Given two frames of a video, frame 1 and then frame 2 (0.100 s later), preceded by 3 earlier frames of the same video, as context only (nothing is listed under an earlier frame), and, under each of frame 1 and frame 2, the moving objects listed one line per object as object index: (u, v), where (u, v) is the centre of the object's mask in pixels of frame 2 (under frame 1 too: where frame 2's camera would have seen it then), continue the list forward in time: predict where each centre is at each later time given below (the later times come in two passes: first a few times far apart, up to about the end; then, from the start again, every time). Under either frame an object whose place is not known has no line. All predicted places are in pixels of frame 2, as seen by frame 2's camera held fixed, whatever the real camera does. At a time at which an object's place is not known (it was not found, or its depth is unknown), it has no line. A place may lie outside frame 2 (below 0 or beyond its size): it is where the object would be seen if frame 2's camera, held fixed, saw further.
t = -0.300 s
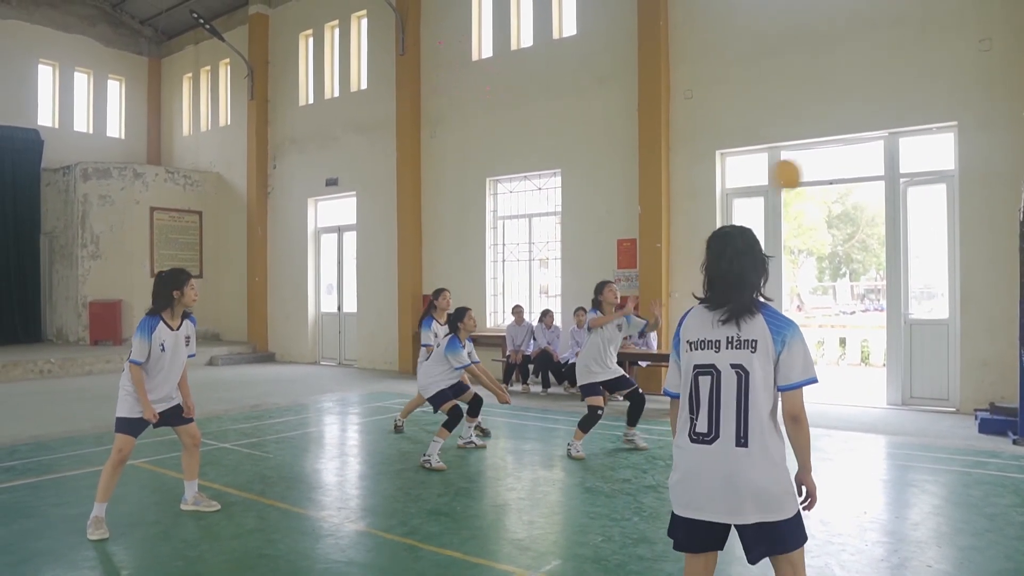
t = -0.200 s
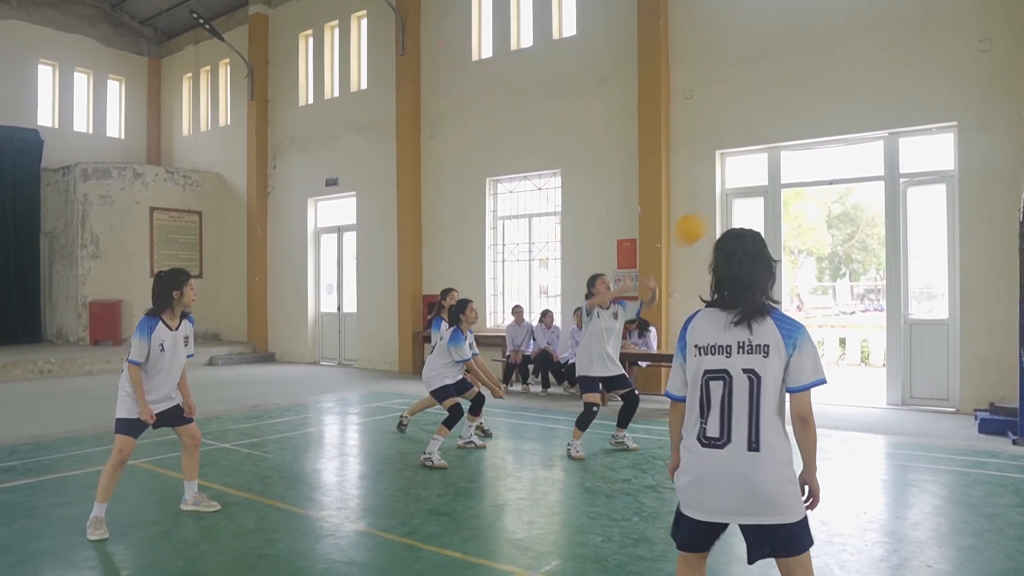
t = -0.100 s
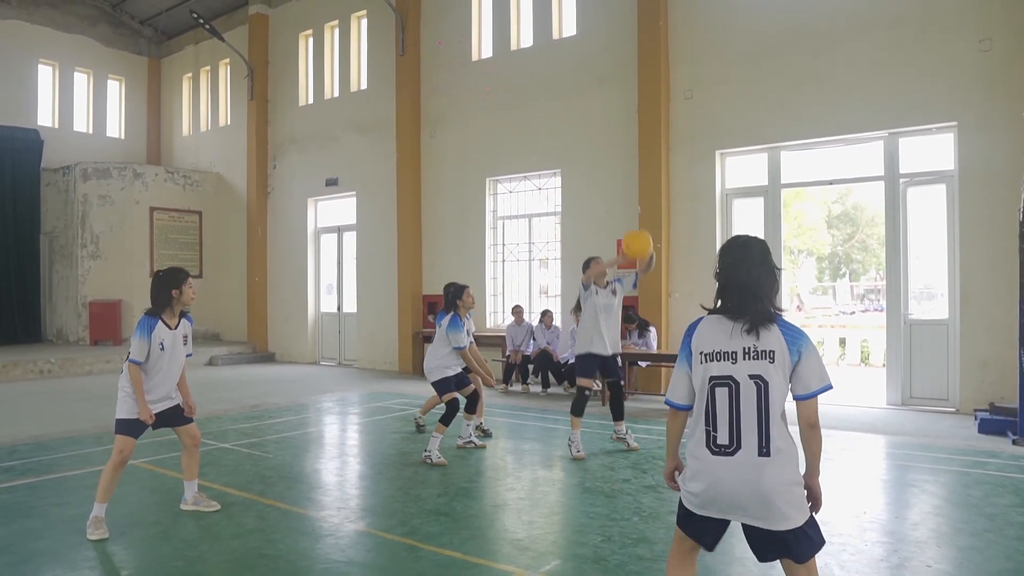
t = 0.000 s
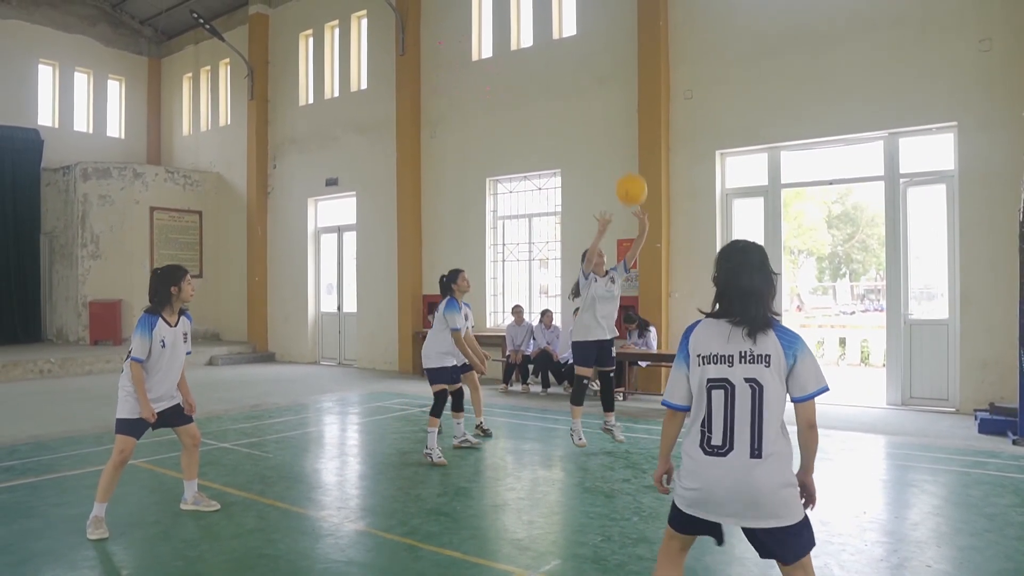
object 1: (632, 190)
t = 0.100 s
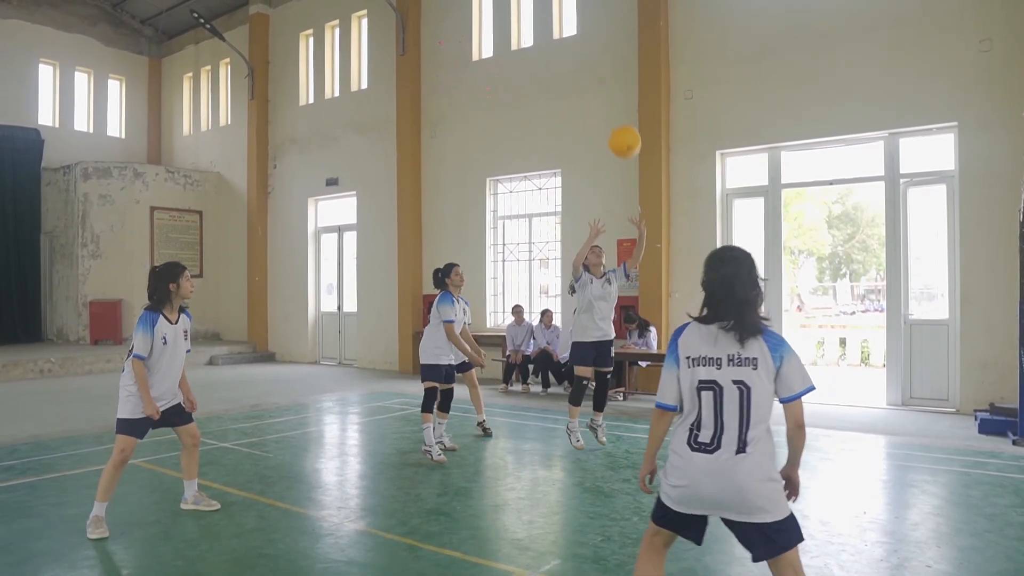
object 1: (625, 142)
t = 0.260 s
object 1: (613, 87)
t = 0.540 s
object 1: (589, 68)
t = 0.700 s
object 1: (575, 113)
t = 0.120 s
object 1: (624, 133)
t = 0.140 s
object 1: (622, 126)
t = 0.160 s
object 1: (621, 118)
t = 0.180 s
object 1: (619, 111)
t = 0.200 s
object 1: (618, 104)
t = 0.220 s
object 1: (616, 98)
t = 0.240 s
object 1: (615, 92)
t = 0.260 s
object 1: (613, 87)
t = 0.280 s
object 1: (611, 82)
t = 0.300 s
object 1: (610, 78)
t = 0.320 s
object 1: (608, 74)
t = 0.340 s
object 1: (606, 70)
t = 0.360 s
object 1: (604, 68)
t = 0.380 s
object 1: (603, 65)
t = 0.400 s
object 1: (602, 64)
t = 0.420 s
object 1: (599, 63)
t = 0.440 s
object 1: (598, 62)
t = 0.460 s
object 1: (596, 62)
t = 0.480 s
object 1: (595, 63)
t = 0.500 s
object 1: (593, 64)
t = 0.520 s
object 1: (591, 66)
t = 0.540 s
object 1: (589, 68)
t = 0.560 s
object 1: (587, 71)
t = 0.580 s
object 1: (586, 75)
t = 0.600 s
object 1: (583, 79)
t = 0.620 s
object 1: (582, 85)
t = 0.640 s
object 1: (580, 91)
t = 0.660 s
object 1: (578, 97)
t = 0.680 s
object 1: (576, 105)
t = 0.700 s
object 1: (575, 113)
